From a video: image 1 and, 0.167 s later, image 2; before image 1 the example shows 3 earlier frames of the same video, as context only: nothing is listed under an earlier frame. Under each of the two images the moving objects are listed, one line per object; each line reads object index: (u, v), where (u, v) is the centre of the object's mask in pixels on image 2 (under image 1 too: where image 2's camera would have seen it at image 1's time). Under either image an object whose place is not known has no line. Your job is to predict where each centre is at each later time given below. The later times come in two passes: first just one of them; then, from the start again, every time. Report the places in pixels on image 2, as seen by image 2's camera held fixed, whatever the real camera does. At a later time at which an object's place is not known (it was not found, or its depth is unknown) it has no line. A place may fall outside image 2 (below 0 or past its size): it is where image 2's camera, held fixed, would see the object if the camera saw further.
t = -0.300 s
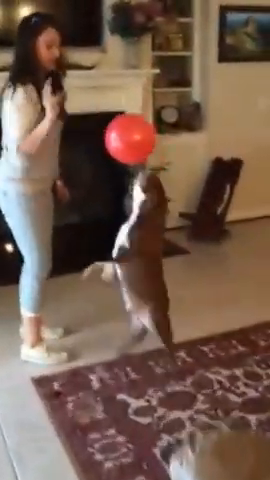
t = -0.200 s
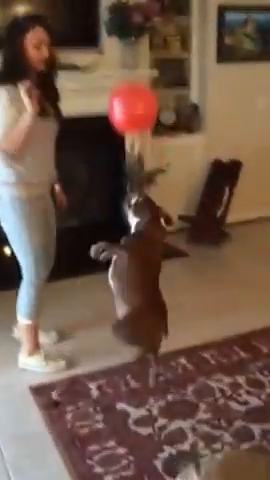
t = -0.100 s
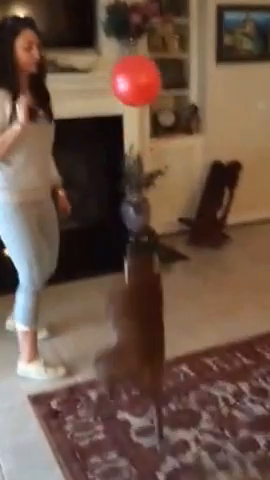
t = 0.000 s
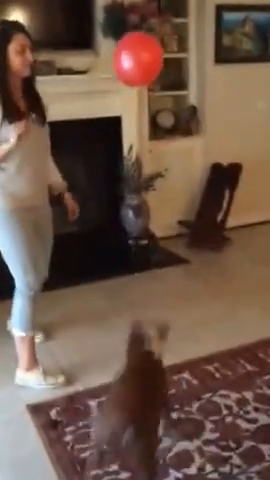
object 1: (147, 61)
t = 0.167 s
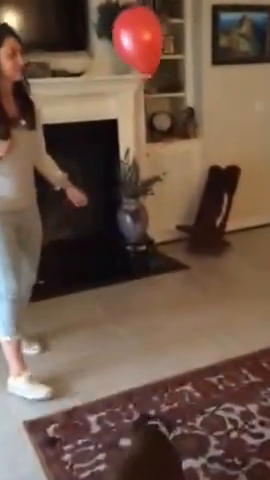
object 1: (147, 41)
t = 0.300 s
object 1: (160, 35)
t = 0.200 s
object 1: (152, 40)
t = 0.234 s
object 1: (156, 40)
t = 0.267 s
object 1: (159, 37)
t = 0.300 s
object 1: (160, 35)
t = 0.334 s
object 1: (157, 33)
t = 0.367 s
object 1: (158, 32)
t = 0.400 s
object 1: (163, 34)
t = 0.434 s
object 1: (165, 34)
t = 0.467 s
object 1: (162, 36)
